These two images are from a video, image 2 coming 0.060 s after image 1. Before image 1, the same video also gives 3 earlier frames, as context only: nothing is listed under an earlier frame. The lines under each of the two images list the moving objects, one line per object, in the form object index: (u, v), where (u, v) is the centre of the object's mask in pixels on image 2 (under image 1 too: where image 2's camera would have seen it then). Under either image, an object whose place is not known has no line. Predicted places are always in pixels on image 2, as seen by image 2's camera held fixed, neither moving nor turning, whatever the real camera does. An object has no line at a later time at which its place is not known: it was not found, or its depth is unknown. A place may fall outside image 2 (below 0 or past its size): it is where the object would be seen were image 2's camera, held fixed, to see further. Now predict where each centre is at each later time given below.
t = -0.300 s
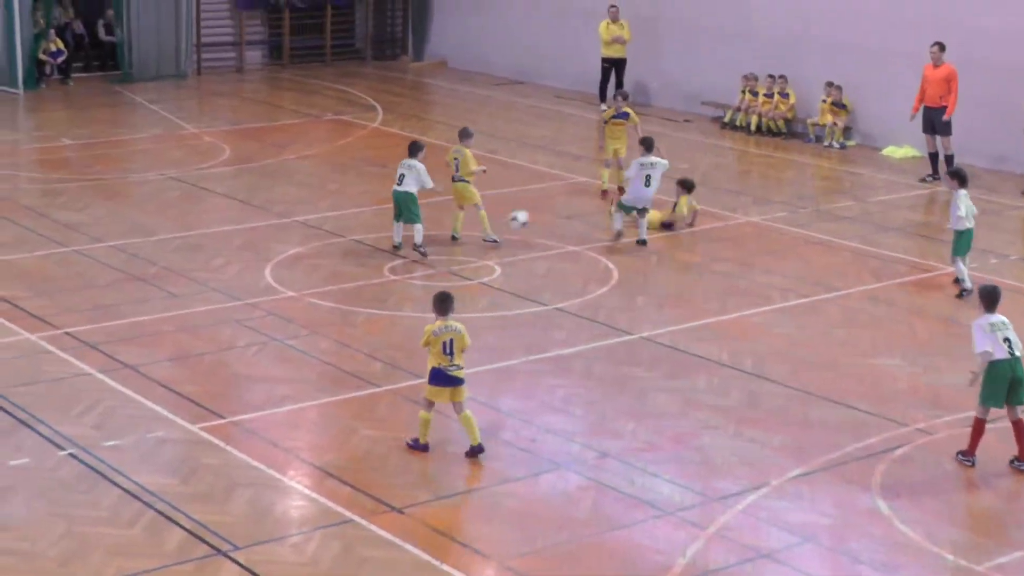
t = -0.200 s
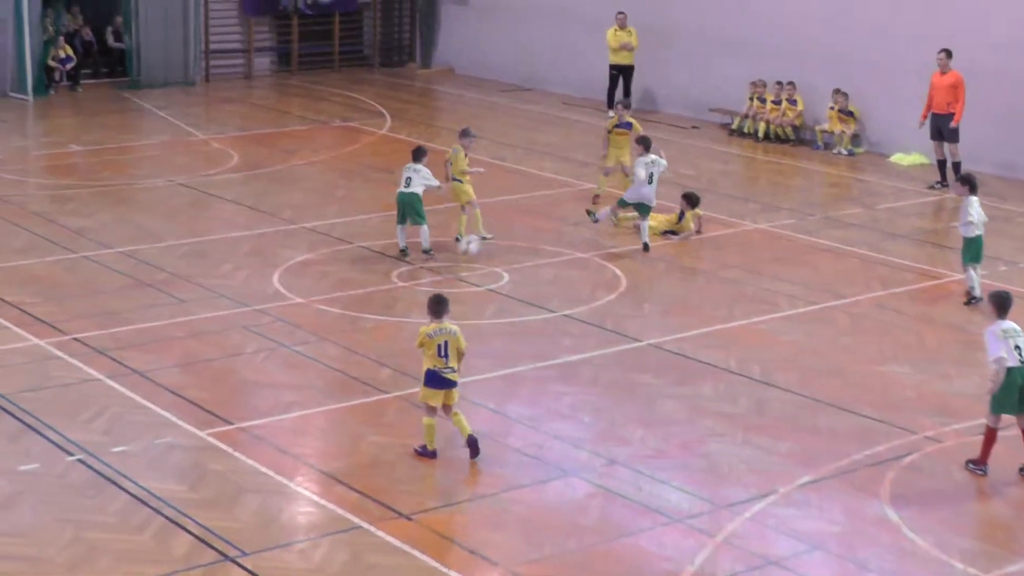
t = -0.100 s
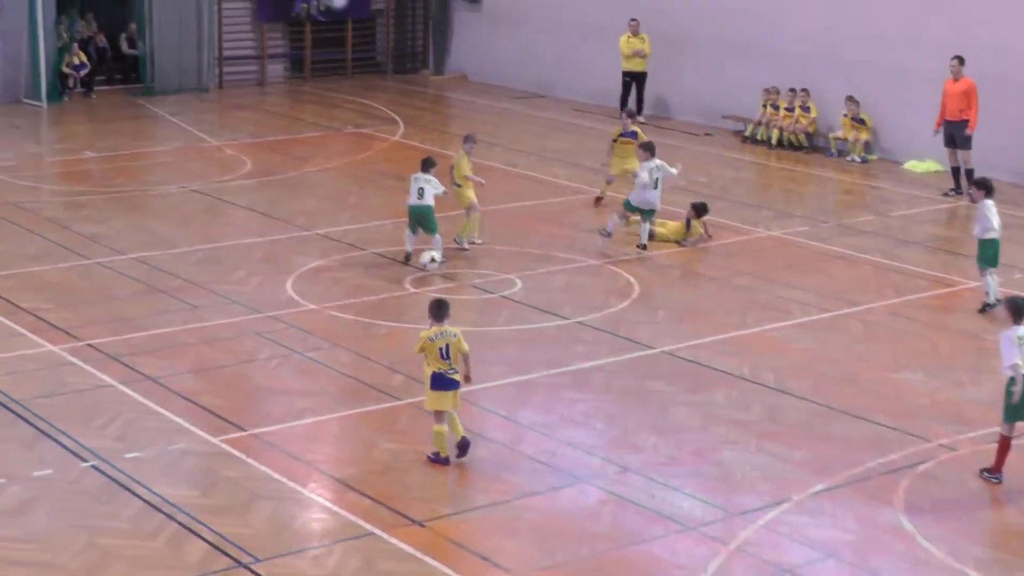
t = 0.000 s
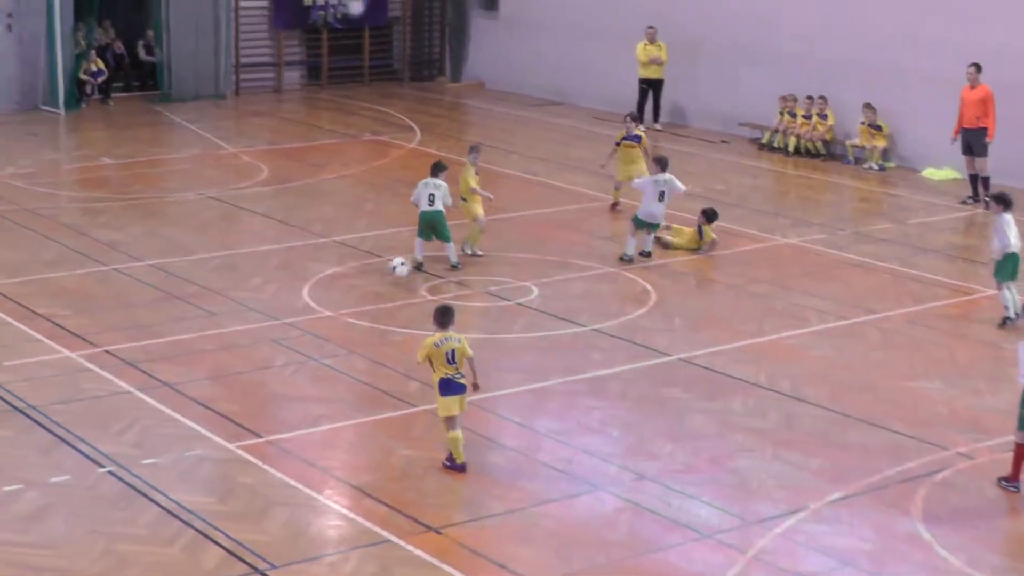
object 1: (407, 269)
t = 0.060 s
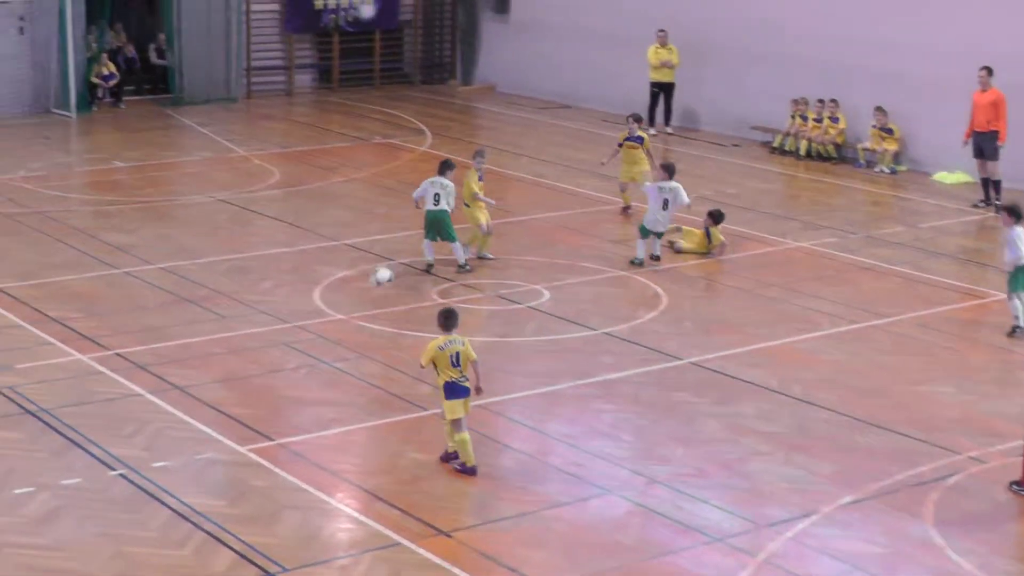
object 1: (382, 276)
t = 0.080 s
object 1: (373, 279)
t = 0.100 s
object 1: (365, 282)
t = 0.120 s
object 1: (356, 286)
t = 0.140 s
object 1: (348, 292)
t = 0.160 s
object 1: (339, 296)
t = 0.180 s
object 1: (330, 303)
